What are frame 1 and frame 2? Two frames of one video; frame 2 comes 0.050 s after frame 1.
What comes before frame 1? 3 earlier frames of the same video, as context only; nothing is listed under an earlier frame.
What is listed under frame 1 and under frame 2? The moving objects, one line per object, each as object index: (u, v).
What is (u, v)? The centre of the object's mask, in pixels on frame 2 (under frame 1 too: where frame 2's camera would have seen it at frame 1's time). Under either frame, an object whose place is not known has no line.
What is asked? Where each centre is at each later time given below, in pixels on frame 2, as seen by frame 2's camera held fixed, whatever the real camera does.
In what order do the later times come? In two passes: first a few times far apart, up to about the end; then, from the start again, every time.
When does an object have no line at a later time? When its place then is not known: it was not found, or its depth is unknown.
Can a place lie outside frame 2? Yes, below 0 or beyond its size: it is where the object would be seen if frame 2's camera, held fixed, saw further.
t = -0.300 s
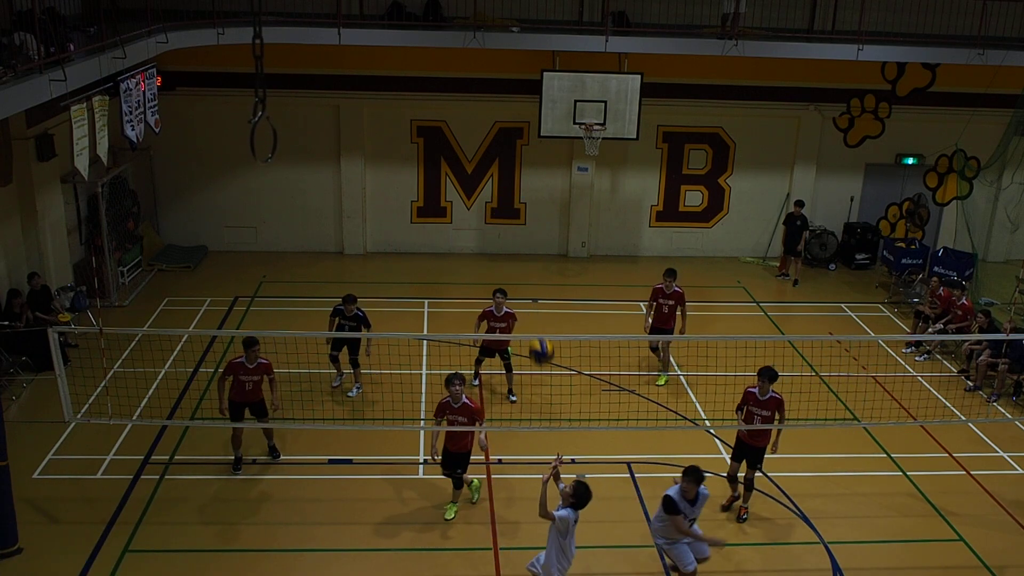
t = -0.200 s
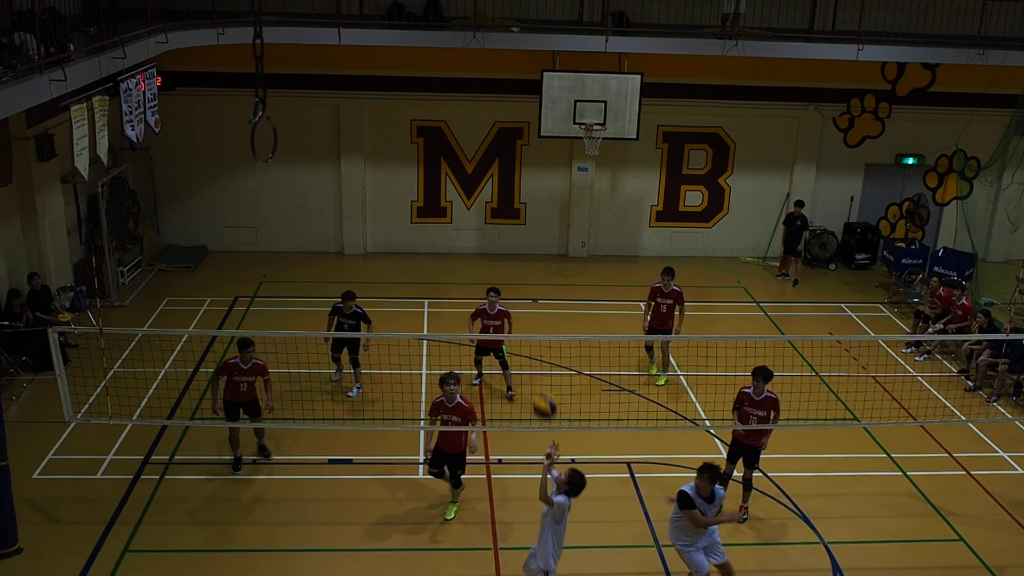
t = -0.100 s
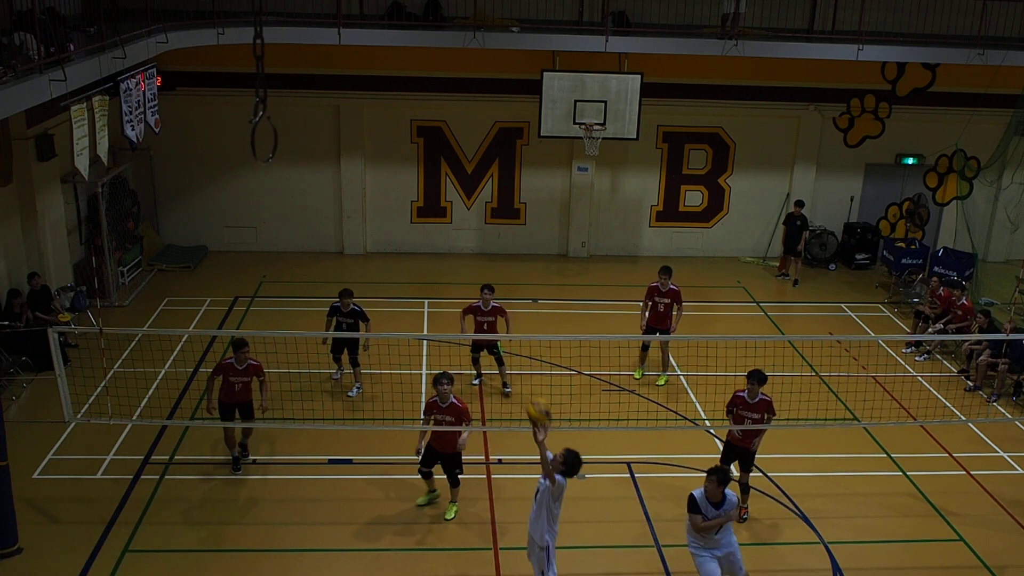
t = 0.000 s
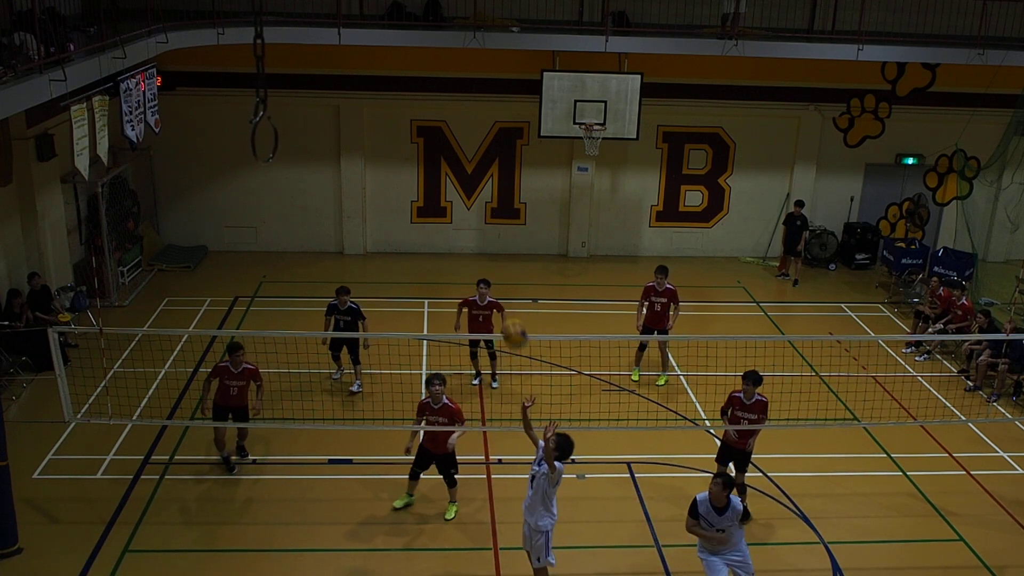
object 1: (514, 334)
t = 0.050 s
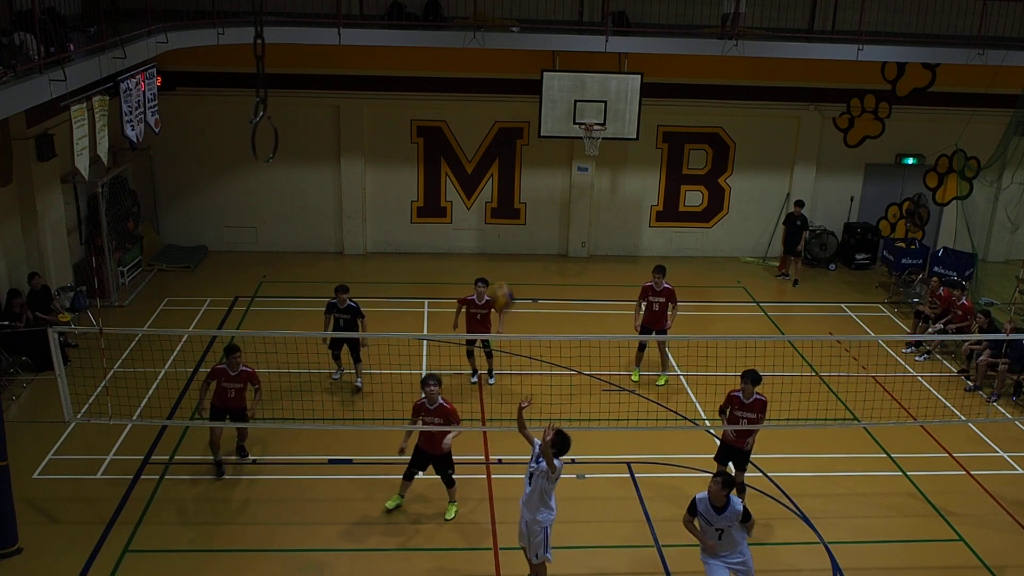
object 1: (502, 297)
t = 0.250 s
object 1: (446, 176)
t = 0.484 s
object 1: (377, 94)
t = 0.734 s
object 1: (305, 80)
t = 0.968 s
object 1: (241, 136)
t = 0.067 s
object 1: (498, 285)
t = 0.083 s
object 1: (493, 275)
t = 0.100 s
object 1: (488, 264)
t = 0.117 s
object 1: (483, 253)
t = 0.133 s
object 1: (479, 243)
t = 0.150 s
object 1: (474, 233)
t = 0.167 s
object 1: (470, 223)
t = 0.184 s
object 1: (465, 213)
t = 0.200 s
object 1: (461, 203)
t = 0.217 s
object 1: (456, 194)
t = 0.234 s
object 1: (451, 185)
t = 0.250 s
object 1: (446, 176)
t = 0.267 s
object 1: (442, 168)
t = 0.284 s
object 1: (437, 160)
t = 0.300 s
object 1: (432, 153)
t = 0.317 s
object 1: (427, 147)
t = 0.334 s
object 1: (422, 140)
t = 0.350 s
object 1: (417, 134)
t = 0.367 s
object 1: (412, 128)
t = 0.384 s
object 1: (407, 122)
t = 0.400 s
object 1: (401, 116)
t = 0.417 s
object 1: (396, 111)
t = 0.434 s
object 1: (392, 106)
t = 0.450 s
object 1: (387, 102)
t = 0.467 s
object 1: (382, 98)
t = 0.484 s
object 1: (377, 94)
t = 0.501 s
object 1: (372, 91)
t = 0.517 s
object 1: (368, 87)
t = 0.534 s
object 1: (363, 85)
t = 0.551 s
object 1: (358, 82)
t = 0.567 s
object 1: (353, 80)
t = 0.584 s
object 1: (348, 79)
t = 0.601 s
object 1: (343, 78)
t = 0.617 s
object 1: (338, 78)
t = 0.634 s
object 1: (333, 77)
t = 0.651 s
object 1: (328, 77)
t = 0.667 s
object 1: (324, 77)
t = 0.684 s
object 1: (319, 77)
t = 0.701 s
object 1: (314, 77)
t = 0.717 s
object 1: (309, 79)
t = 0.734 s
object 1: (305, 80)
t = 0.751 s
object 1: (300, 82)
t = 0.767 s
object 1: (295, 83)
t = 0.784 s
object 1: (291, 86)
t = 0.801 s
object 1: (286, 89)
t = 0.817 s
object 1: (282, 92)
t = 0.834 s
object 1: (278, 95)
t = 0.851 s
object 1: (275, 100)
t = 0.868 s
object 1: (273, 104)
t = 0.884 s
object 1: (271, 107)
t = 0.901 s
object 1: (260, 113)
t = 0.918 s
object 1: (255, 118)
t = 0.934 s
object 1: (251, 123)
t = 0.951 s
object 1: (243, 129)
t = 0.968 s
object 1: (241, 136)
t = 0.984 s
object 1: (238, 142)
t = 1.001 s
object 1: (234, 149)
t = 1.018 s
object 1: (230, 156)
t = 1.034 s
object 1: (226, 163)
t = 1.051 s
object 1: (223, 171)
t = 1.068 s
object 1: (219, 179)
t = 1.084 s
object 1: (215, 187)
